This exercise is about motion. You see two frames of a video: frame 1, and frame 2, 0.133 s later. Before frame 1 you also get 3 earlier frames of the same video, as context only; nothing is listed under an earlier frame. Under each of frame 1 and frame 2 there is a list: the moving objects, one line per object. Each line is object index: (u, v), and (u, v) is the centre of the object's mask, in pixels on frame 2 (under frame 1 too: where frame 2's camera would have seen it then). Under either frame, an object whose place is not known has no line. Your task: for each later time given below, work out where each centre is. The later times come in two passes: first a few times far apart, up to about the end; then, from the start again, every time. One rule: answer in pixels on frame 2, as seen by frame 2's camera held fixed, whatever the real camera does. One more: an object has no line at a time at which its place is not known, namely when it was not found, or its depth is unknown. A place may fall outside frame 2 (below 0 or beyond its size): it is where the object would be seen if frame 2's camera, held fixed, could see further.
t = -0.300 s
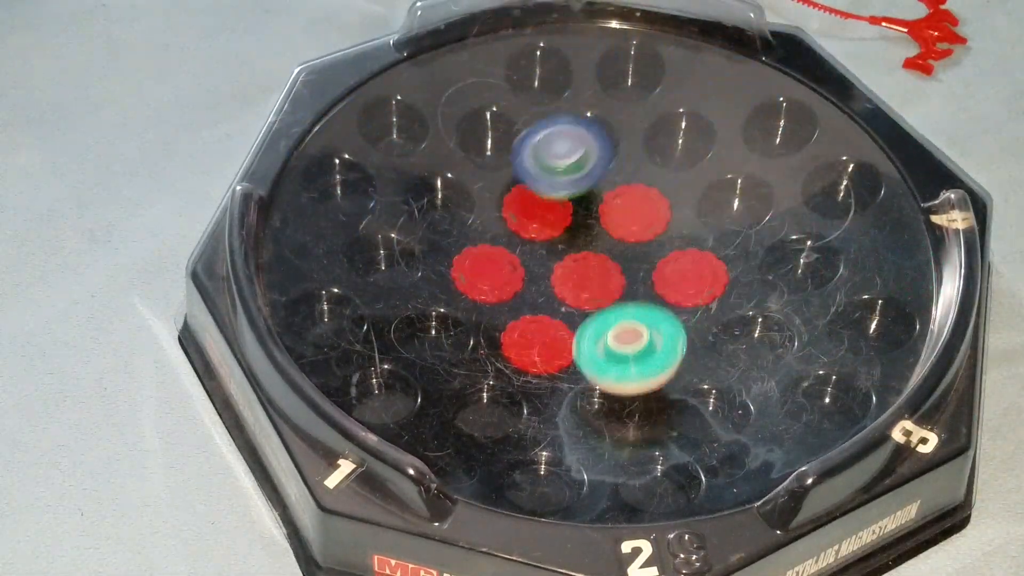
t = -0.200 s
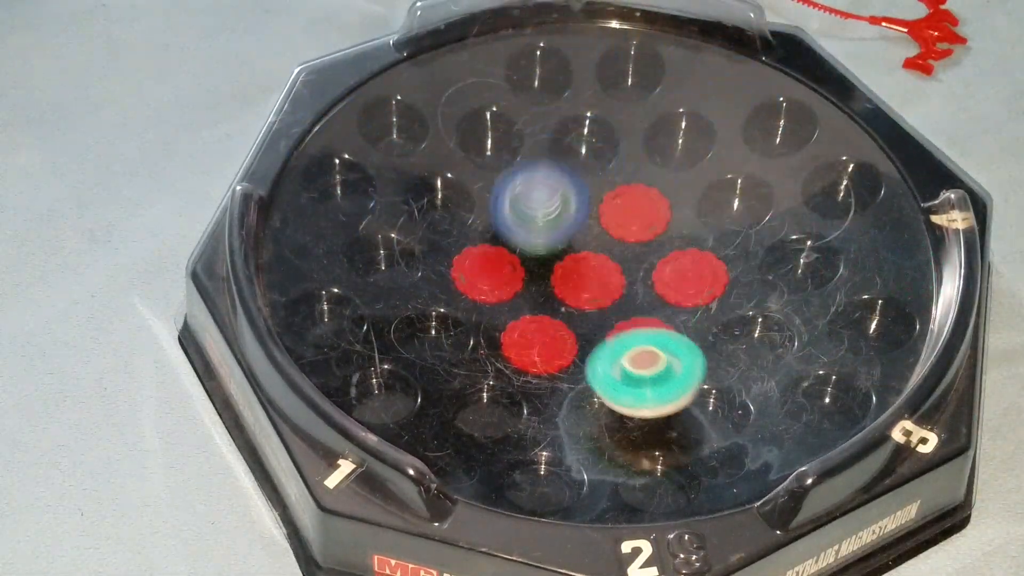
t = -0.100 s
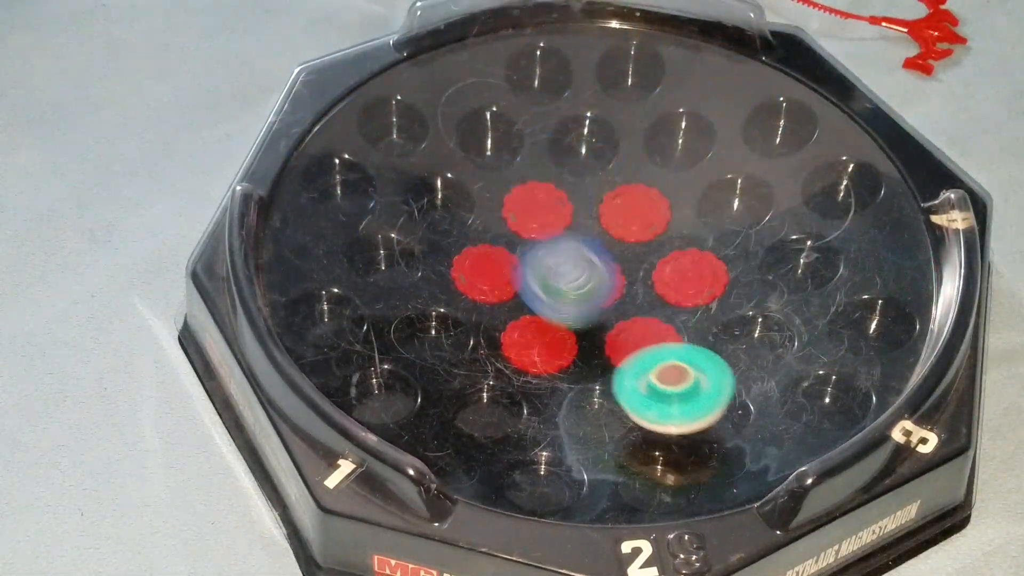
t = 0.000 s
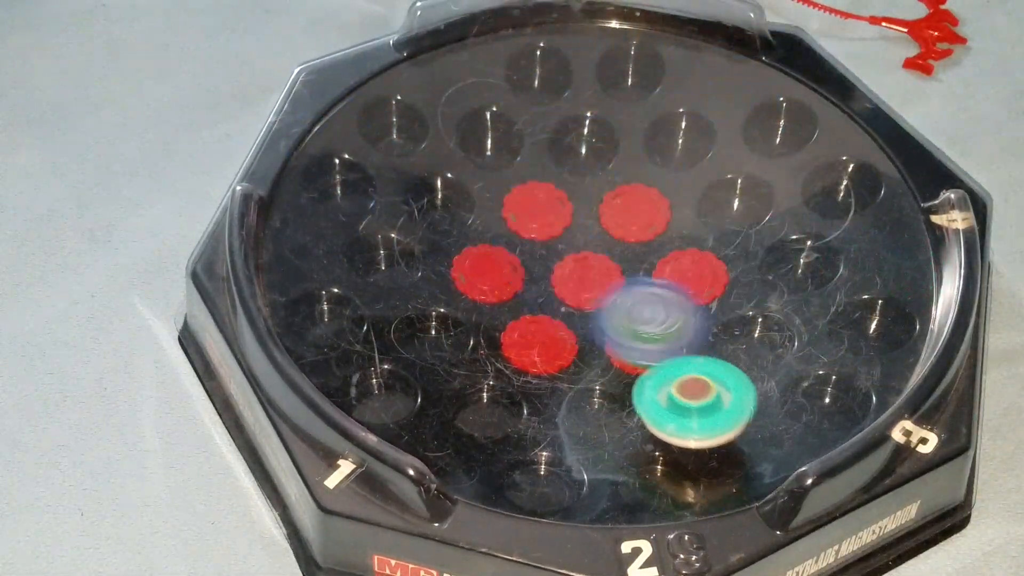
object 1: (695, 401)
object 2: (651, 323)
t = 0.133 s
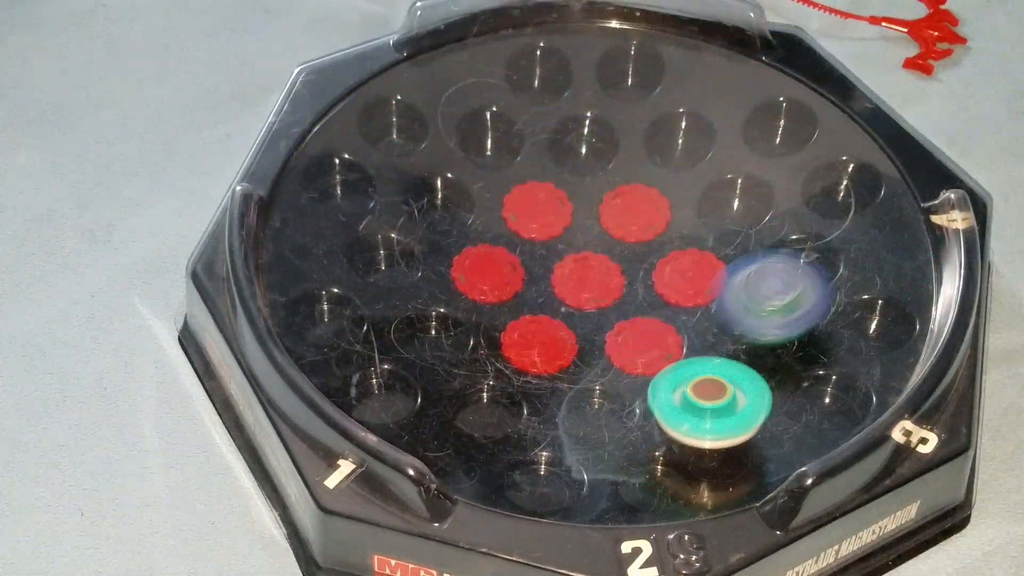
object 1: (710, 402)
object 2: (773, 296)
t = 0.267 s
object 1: (713, 374)
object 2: (822, 224)
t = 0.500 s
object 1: (628, 267)
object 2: (735, 143)
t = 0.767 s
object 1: (447, 250)
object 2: (531, 202)
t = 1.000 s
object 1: (391, 307)
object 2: (596, 358)
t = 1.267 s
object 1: (541, 310)
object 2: (801, 290)
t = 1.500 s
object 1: (593, 198)
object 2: (703, 166)
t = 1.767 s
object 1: (397, 145)
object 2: (574, 130)
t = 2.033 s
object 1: (381, 176)
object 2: (490, 286)
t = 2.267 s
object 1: (492, 238)
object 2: (702, 341)
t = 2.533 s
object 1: (648, 179)
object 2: (755, 184)
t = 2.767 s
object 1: (598, 83)
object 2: (728, 130)
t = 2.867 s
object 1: (608, 70)
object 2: (693, 128)
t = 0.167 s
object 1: (711, 398)
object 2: (793, 279)
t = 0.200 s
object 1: (712, 393)
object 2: (808, 260)
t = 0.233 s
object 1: (712, 385)
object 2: (817, 242)
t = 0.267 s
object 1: (713, 374)
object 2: (822, 224)
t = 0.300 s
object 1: (712, 361)
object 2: (821, 207)
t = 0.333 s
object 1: (710, 346)
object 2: (816, 191)
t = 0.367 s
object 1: (702, 328)
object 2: (807, 178)
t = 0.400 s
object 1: (689, 312)
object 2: (795, 167)
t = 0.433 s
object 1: (672, 295)
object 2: (780, 156)
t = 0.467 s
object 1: (651, 280)
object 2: (759, 148)
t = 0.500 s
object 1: (628, 267)
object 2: (735, 143)
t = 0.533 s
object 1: (605, 258)
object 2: (711, 139)
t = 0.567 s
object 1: (580, 250)
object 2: (683, 137)
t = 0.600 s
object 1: (556, 245)
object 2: (657, 137)
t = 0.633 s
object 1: (533, 242)
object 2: (627, 141)
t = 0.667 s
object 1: (510, 242)
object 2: (599, 150)
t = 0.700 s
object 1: (487, 244)
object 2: (573, 162)
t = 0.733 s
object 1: (466, 246)
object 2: (547, 180)
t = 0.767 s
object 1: (447, 250)
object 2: (531, 202)
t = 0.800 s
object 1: (428, 256)
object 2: (523, 226)
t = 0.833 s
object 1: (413, 263)
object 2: (518, 254)
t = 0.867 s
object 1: (404, 271)
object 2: (520, 279)
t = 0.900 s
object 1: (397, 279)
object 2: (528, 302)
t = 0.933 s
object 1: (392, 289)
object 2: (544, 327)
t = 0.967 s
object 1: (389, 298)
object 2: (567, 345)
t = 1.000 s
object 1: (391, 307)
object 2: (596, 358)
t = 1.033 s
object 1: (397, 315)
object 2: (631, 364)
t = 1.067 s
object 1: (408, 321)
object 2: (667, 364)
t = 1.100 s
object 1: (424, 323)
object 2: (707, 363)
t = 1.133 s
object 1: (444, 323)
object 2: (739, 356)
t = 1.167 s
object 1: (465, 322)
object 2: (761, 344)
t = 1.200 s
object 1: (491, 322)
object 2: (781, 328)
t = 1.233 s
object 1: (517, 318)
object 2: (794, 310)
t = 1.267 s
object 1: (541, 310)
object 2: (801, 290)
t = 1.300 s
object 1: (562, 299)
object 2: (802, 271)
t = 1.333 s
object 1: (578, 285)
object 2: (799, 251)
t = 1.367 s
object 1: (589, 270)
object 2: (790, 231)
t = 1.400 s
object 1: (597, 253)
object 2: (777, 211)
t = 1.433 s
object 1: (600, 234)
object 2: (759, 194)
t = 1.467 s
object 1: (598, 216)
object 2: (734, 178)
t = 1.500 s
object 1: (593, 198)
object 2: (703, 166)
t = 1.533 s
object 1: (579, 181)
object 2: (677, 155)
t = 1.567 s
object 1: (535, 170)
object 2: (681, 143)
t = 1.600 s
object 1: (496, 158)
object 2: (679, 131)
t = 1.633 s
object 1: (466, 150)
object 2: (668, 124)
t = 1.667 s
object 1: (444, 145)
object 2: (650, 119)
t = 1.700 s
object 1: (425, 143)
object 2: (628, 119)
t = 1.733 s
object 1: (409, 143)
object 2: (601, 122)
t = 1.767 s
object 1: (397, 145)
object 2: (574, 130)
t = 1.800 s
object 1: (388, 147)
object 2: (547, 140)
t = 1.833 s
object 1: (381, 151)
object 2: (524, 154)
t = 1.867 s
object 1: (375, 154)
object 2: (503, 172)
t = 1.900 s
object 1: (371, 158)
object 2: (488, 194)
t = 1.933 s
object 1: (368, 161)
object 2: (479, 215)
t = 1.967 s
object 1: (369, 166)
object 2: (477, 240)
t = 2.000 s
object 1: (374, 171)
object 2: (481, 264)
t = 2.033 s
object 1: (381, 176)
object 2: (490, 286)
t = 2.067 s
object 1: (391, 182)
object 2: (506, 309)
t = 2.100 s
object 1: (403, 189)
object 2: (530, 328)
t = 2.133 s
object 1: (416, 197)
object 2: (559, 343)
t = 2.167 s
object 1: (431, 208)
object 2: (590, 352)
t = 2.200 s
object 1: (448, 221)
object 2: (627, 353)
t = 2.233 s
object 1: (468, 231)
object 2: (664, 349)
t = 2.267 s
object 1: (492, 238)
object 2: (702, 341)
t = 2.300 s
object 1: (517, 240)
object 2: (729, 327)
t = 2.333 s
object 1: (539, 239)
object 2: (751, 311)
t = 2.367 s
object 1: (562, 236)
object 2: (765, 291)
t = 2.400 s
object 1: (583, 229)
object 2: (774, 268)
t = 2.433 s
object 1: (604, 219)
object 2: (776, 247)
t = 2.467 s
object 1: (622, 209)
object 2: (773, 223)
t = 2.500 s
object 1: (637, 195)
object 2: (767, 203)
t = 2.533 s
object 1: (648, 179)
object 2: (755, 184)
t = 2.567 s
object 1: (641, 159)
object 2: (754, 166)
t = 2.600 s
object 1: (622, 140)
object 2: (765, 161)
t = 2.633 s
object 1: (607, 120)
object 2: (768, 156)
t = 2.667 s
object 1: (597, 106)
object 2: (764, 149)
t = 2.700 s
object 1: (593, 96)
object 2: (755, 141)
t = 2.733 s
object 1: (594, 89)
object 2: (742, 135)
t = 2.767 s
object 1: (598, 83)
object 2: (728, 130)
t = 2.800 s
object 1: (603, 79)
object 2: (715, 126)
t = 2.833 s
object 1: (608, 76)
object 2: (699, 123)
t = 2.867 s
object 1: (608, 70)
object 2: (693, 128)
